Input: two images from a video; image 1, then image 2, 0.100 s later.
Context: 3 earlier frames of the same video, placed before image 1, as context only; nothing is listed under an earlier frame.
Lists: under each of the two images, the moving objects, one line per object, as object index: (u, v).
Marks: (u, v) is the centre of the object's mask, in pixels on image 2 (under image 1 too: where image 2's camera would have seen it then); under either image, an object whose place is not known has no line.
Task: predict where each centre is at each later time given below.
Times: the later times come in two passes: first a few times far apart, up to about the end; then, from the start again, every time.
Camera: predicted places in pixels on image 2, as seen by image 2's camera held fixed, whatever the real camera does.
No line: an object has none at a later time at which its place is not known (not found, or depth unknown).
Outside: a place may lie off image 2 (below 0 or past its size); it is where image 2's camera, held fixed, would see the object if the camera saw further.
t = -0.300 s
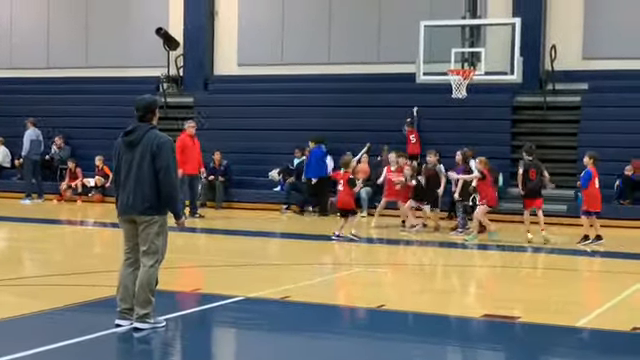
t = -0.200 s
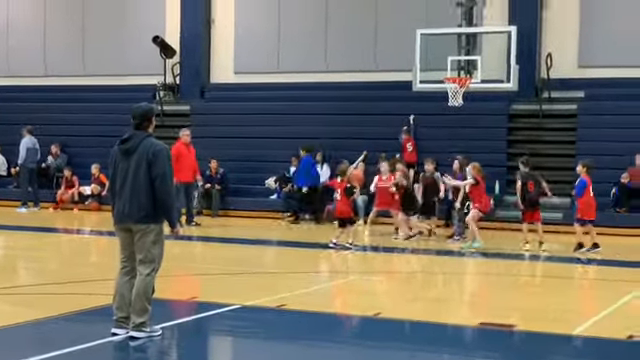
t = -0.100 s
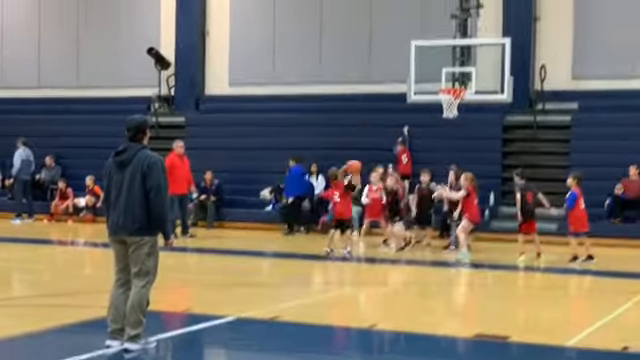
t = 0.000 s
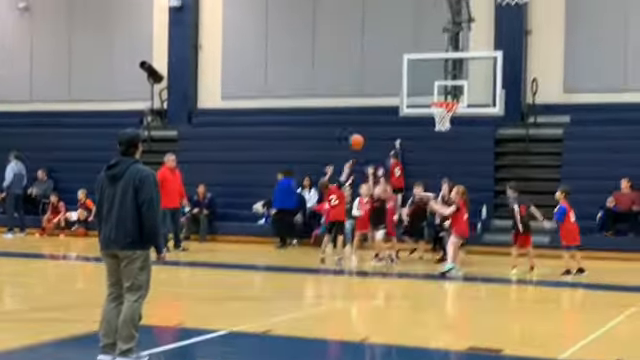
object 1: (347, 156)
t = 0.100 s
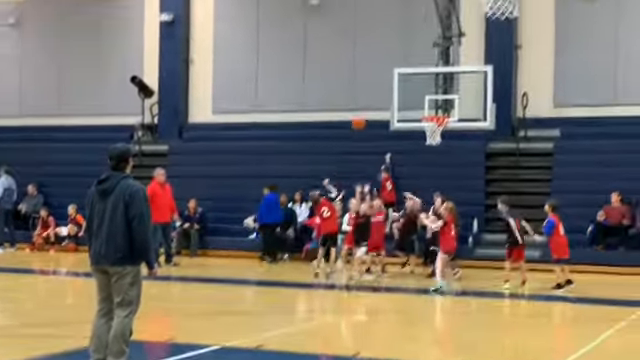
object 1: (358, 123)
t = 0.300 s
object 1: (377, 77)
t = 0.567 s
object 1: (399, 58)
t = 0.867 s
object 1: (419, 85)
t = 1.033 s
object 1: (429, 112)
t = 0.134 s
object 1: (361, 113)
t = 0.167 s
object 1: (364, 104)
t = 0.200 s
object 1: (367, 97)
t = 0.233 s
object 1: (370, 89)
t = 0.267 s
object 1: (373, 83)
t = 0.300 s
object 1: (377, 77)
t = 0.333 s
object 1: (379, 72)
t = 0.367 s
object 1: (382, 68)
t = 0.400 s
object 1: (385, 65)
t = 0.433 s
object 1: (388, 62)
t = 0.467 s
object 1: (391, 60)
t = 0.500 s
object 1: (393, 58)
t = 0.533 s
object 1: (396, 58)
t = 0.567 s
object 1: (399, 58)
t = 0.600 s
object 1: (400, 58)
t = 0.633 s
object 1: (403, 59)
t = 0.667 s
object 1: (405, 60)
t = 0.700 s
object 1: (408, 62)
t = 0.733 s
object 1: (411, 65)
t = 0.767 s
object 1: (413, 71)
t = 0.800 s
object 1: (415, 75)
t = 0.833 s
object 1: (417, 79)
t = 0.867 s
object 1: (419, 85)
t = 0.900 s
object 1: (421, 90)
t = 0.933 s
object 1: (424, 97)
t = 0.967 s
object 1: (427, 103)
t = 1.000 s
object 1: (429, 111)
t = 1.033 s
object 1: (429, 112)
